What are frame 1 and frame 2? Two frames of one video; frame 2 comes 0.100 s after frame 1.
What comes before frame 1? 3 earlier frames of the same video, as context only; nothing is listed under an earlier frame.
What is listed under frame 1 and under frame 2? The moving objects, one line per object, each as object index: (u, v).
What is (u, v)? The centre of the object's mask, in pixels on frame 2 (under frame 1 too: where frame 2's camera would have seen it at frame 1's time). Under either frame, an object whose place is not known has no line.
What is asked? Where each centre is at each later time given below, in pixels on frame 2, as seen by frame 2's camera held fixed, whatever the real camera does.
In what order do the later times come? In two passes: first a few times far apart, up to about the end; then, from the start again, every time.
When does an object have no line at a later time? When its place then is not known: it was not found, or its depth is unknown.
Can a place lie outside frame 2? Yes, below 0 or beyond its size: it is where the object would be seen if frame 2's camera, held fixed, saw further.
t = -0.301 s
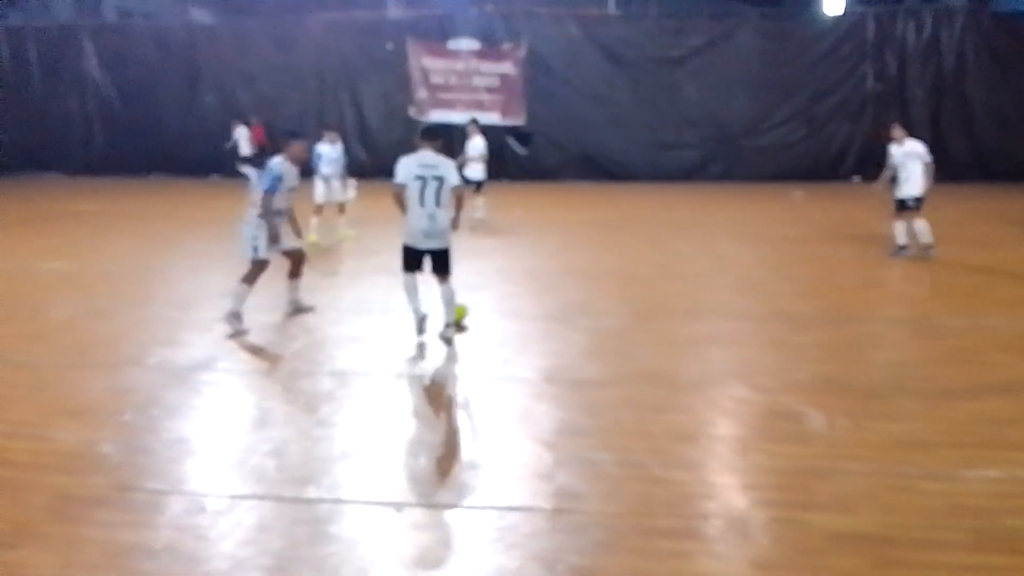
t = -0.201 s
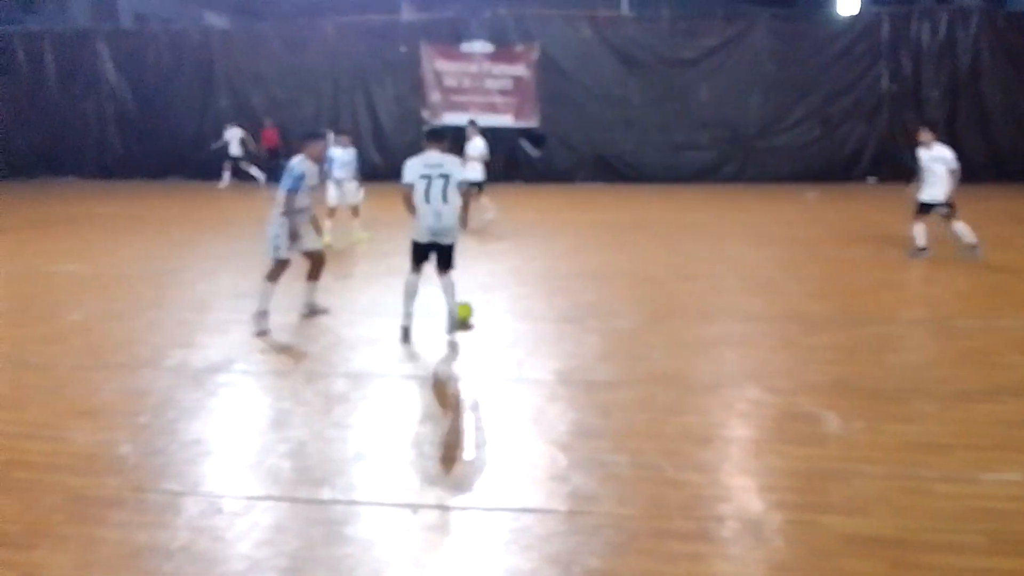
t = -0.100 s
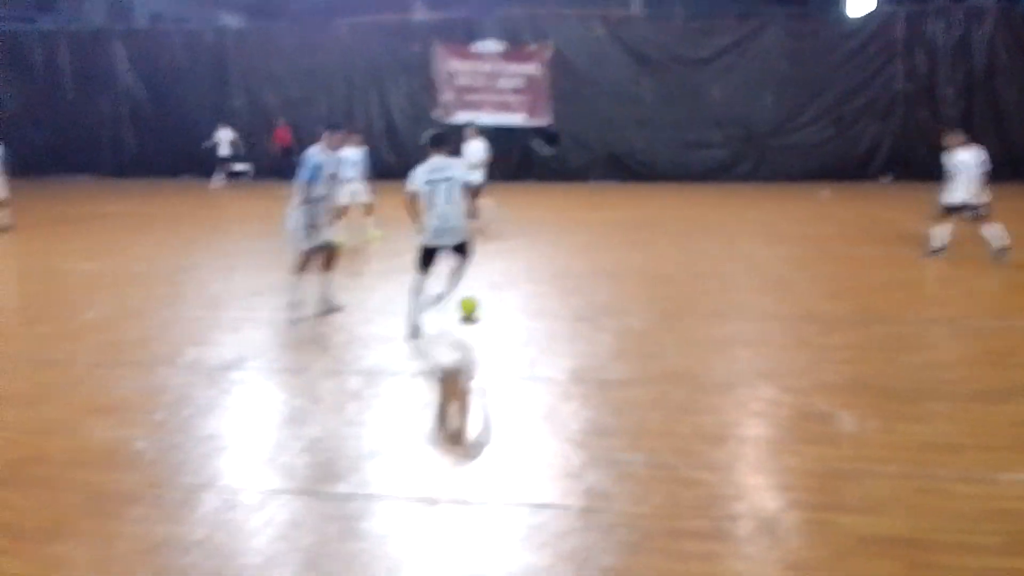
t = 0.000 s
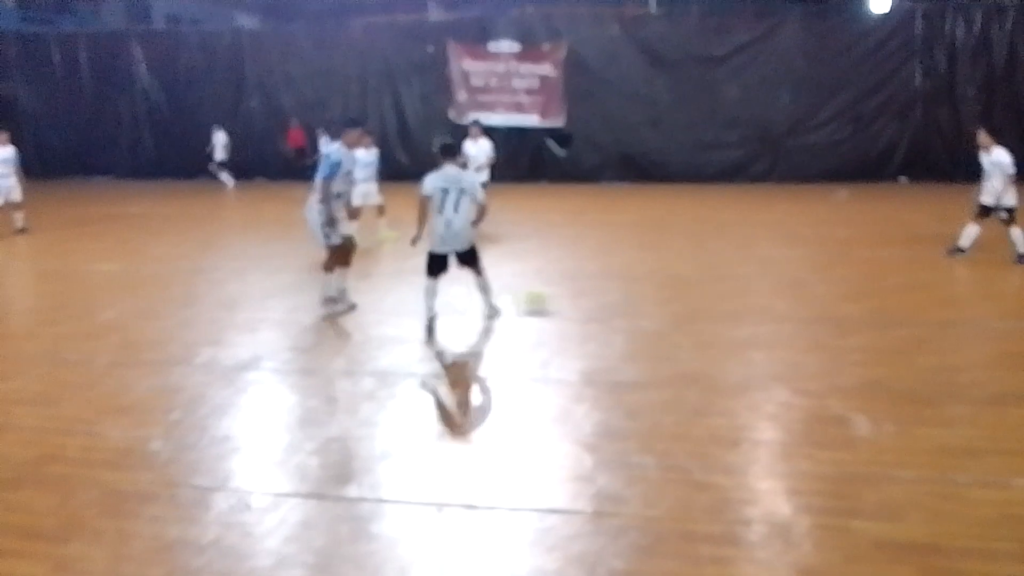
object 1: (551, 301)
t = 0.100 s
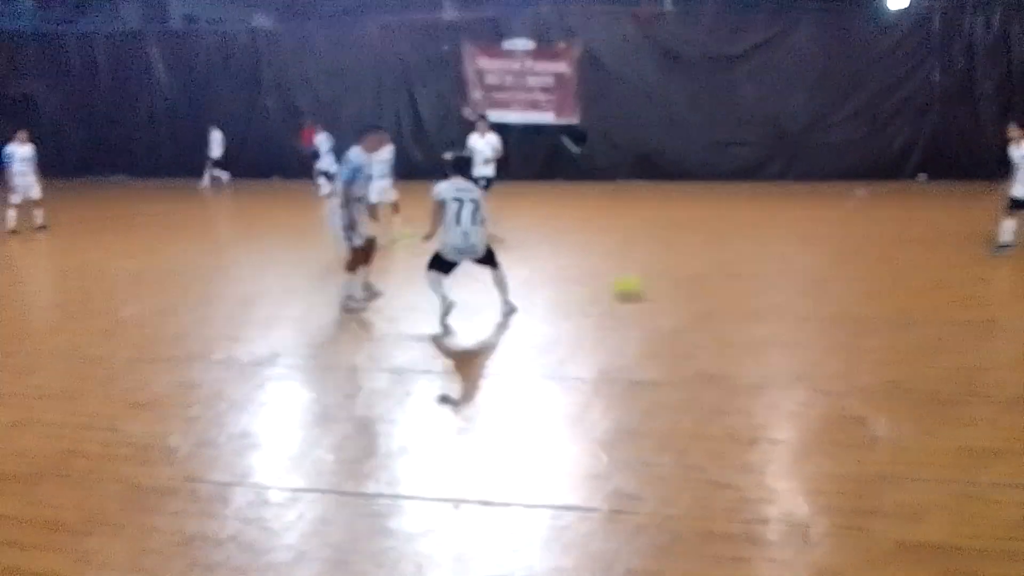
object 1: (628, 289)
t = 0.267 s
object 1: (728, 271)
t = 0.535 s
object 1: (845, 256)
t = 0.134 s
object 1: (648, 283)
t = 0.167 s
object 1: (669, 280)
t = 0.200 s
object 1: (690, 277)
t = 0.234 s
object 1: (708, 274)
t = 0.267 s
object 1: (728, 271)
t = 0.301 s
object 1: (745, 268)
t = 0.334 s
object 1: (761, 266)
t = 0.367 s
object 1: (776, 266)
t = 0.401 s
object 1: (792, 263)
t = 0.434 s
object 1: (806, 261)
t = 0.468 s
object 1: (820, 259)
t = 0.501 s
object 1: (834, 257)
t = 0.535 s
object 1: (845, 256)
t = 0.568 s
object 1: (853, 253)
